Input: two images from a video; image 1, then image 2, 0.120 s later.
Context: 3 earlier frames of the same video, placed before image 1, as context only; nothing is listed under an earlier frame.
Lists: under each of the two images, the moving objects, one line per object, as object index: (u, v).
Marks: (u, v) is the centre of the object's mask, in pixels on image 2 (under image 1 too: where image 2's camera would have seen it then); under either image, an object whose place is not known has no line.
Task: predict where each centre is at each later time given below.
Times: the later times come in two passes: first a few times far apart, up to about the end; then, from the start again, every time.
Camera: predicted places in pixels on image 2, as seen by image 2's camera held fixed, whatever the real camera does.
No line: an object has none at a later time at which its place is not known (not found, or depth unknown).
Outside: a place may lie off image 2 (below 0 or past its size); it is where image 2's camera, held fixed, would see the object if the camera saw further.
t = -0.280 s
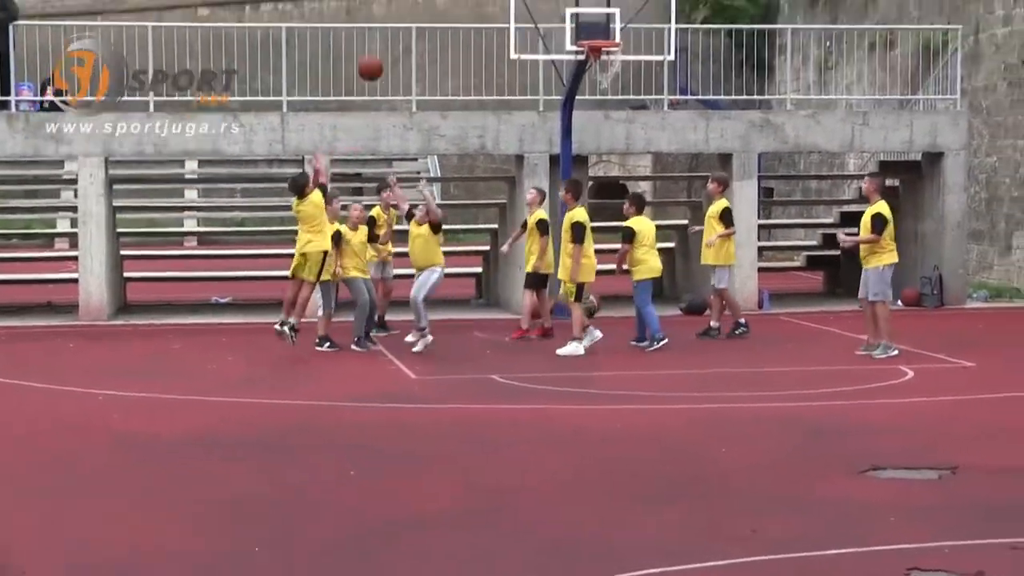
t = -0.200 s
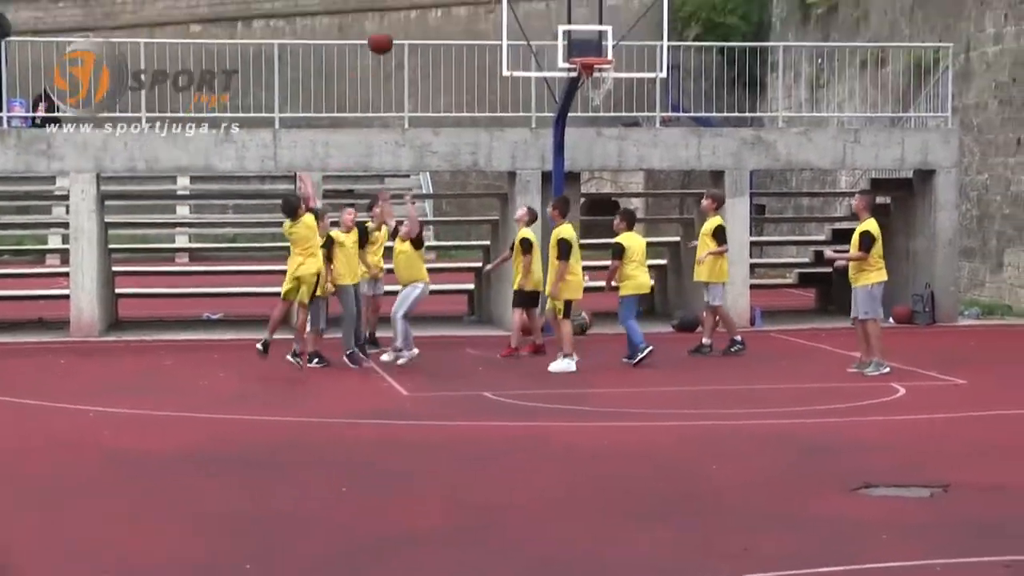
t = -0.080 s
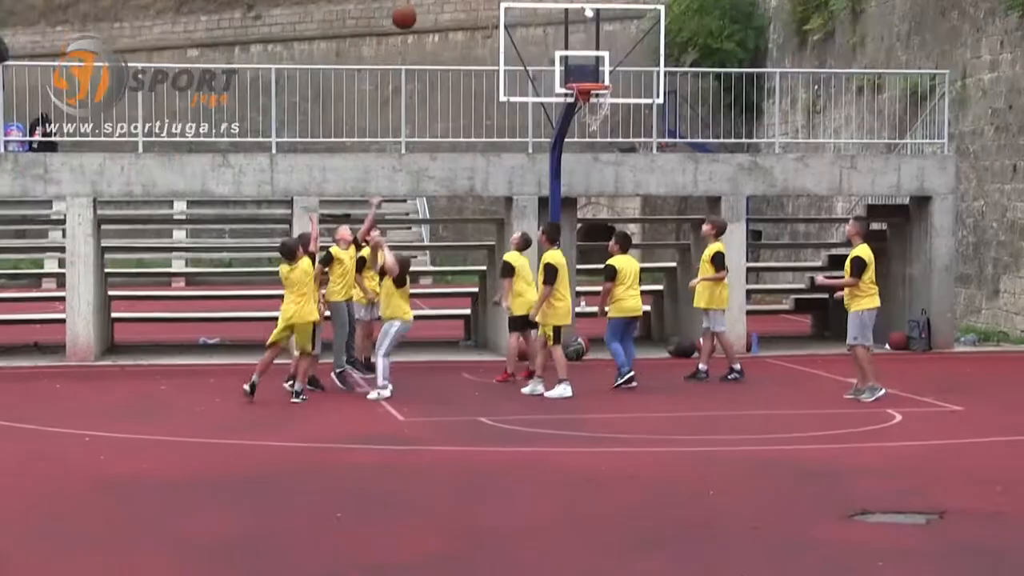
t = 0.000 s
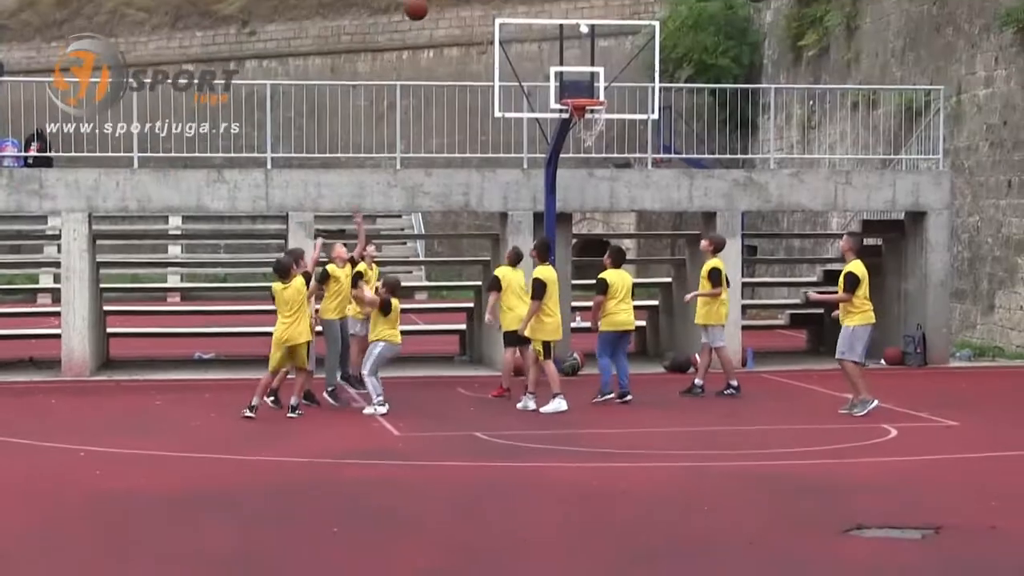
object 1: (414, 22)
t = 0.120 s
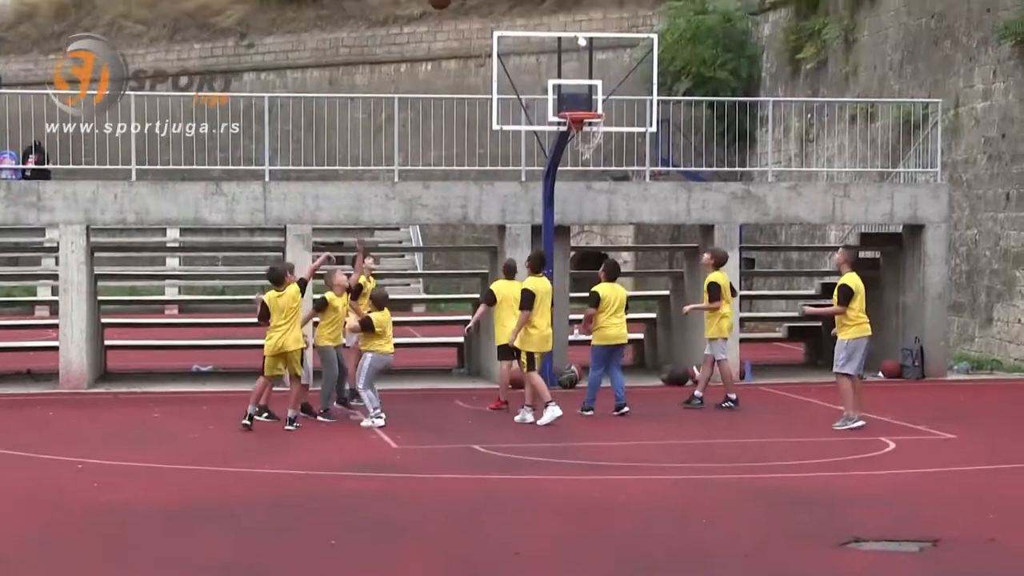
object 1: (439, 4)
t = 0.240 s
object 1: (464, -5)
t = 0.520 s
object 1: (517, 19)
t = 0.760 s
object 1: (559, 105)
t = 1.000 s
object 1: (508, 84)
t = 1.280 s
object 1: (443, 121)
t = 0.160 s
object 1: (447, 0)
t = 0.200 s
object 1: (456, -3)
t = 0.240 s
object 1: (464, -5)
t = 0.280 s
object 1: (472, -7)
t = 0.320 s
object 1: (480, -7)
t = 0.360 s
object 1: (487, -6)
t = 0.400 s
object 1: (495, -4)
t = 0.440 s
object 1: (502, 2)
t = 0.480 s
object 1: (510, 10)
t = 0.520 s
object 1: (517, 19)
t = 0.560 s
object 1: (524, 31)
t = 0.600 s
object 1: (532, 43)
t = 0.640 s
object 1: (538, 56)
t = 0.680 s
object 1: (545, 72)
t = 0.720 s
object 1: (552, 88)
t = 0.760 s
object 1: (559, 105)
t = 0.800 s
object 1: (552, 102)
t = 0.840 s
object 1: (543, 95)
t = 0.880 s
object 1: (535, 90)
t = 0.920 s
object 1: (525, 87)
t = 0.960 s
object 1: (517, 84)
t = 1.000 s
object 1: (508, 84)
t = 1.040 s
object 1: (499, 84)
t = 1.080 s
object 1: (490, 87)
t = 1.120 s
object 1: (480, 90)
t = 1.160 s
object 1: (471, 96)
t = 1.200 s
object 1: (462, 102)
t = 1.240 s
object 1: (453, 111)
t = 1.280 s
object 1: (443, 121)
